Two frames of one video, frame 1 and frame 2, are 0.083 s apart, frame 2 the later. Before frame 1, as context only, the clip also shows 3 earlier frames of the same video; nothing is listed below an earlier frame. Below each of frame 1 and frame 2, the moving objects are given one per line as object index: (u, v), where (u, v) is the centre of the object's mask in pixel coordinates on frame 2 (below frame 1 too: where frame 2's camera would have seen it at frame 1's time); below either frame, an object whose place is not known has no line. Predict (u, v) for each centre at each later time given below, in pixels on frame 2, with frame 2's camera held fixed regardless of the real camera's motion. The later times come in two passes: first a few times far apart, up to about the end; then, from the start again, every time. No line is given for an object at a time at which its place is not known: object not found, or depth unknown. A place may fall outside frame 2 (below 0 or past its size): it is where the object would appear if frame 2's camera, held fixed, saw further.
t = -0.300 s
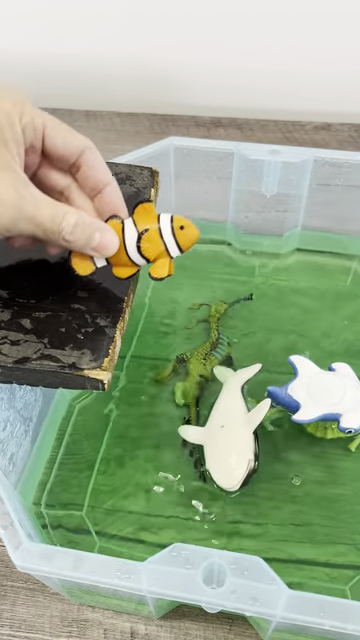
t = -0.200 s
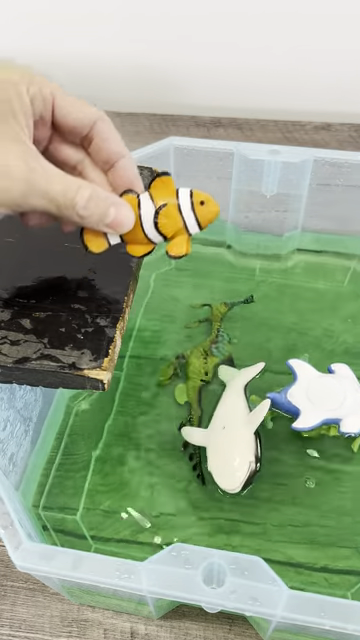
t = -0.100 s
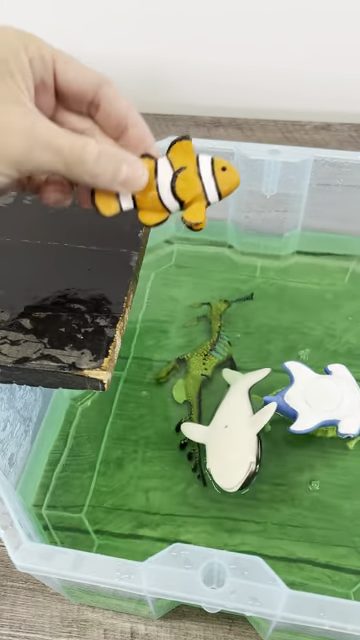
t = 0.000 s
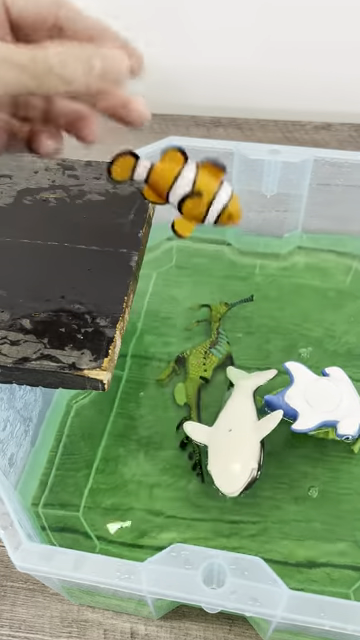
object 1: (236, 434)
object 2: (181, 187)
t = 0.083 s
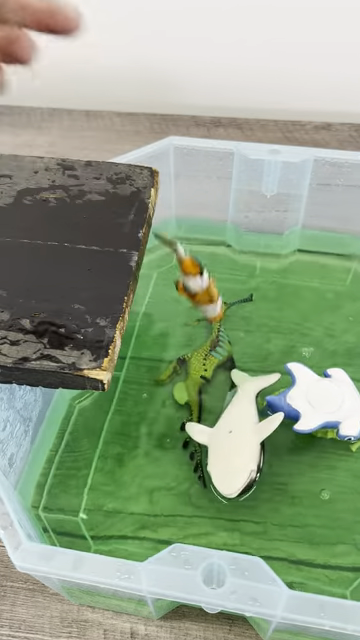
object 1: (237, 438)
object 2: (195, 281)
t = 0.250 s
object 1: (243, 437)
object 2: (211, 380)
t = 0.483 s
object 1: (242, 444)
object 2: (214, 403)
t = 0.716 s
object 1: (239, 451)
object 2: (212, 392)
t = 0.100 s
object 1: (237, 438)
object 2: (197, 304)
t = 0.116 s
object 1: (237, 438)
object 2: (198, 324)
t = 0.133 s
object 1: (238, 438)
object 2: (200, 343)
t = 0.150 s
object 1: (239, 437)
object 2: (200, 353)
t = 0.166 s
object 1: (239, 437)
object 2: (202, 362)
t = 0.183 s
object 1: (240, 437)
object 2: (204, 361)
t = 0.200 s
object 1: (241, 436)
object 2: (206, 364)
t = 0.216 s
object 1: (242, 437)
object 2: (209, 369)
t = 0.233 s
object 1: (242, 437)
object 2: (213, 373)
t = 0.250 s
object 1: (243, 437)
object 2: (211, 380)
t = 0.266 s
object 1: (243, 437)
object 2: (216, 386)
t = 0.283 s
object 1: (244, 437)
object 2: (214, 392)
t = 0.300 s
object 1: (244, 437)
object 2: (213, 395)
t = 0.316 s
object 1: (244, 438)
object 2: (212, 397)
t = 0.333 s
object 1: (244, 439)
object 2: (213, 398)
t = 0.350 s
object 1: (243, 440)
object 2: (214, 400)
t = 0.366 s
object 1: (243, 441)
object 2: (215, 400)
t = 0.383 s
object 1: (242, 442)
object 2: (216, 400)
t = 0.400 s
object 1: (242, 443)
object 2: (215, 402)
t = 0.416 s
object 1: (242, 443)
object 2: (214, 402)
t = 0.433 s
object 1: (241, 443)
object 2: (214, 402)
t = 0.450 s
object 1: (242, 443)
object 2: (214, 402)
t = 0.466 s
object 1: (242, 444)
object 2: (214, 403)
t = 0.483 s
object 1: (242, 444)
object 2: (214, 403)
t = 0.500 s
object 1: (242, 444)
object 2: (214, 403)
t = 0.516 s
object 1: (242, 445)
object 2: (215, 392)
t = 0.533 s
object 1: (241, 445)
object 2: (214, 403)
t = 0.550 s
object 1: (241, 447)
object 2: (213, 402)
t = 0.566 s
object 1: (242, 447)
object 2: (214, 394)
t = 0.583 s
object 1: (242, 448)
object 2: (213, 393)
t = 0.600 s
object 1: (242, 448)
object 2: (213, 393)
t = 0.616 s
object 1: (241, 448)
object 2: (213, 393)
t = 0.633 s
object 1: (241, 449)
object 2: (212, 393)
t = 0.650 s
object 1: (240, 450)
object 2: (212, 393)
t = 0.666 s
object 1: (240, 450)
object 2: (212, 393)
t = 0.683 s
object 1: (239, 451)
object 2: (212, 393)
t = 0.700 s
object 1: (239, 451)
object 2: (212, 392)
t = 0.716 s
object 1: (239, 451)
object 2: (212, 392)
